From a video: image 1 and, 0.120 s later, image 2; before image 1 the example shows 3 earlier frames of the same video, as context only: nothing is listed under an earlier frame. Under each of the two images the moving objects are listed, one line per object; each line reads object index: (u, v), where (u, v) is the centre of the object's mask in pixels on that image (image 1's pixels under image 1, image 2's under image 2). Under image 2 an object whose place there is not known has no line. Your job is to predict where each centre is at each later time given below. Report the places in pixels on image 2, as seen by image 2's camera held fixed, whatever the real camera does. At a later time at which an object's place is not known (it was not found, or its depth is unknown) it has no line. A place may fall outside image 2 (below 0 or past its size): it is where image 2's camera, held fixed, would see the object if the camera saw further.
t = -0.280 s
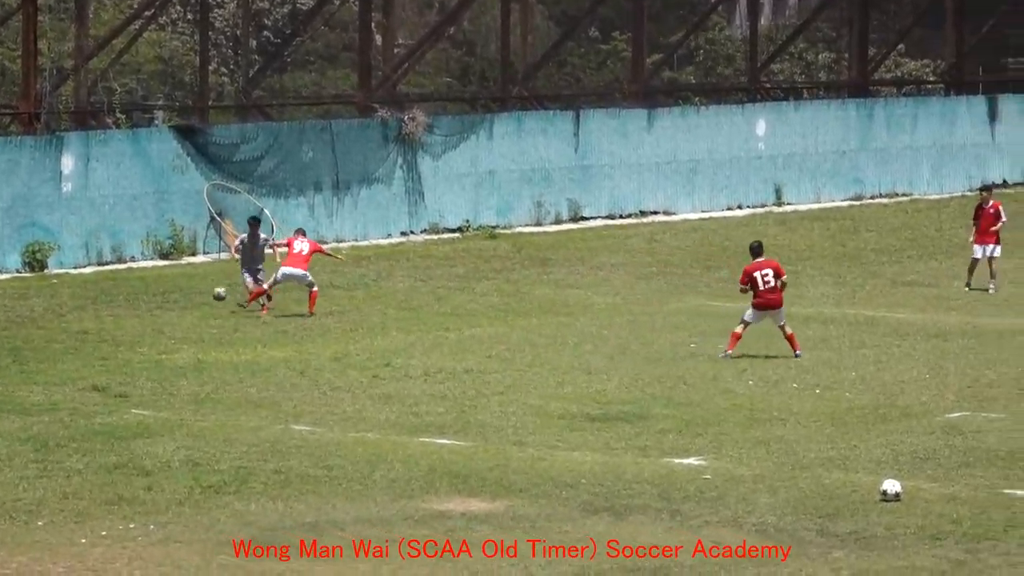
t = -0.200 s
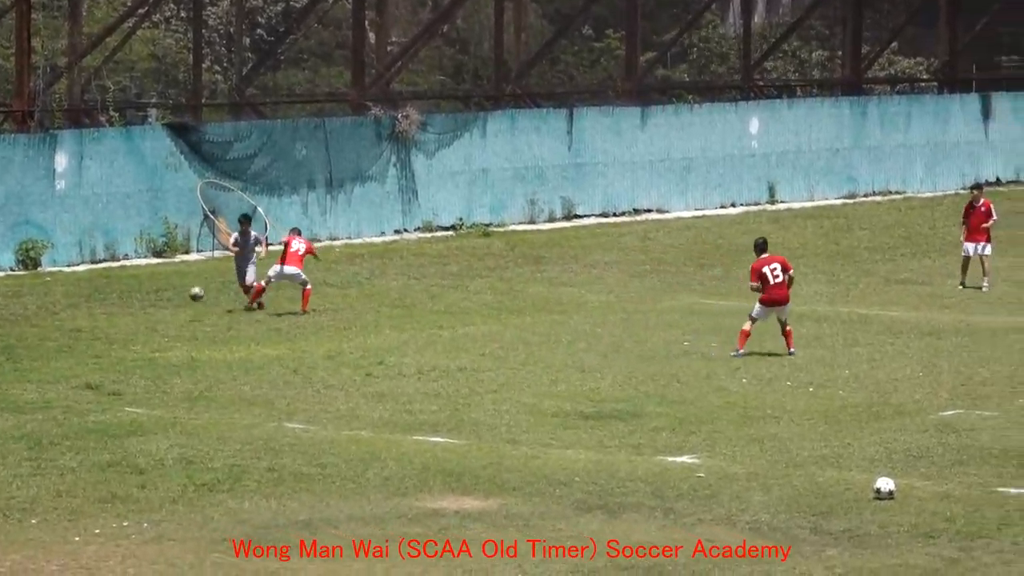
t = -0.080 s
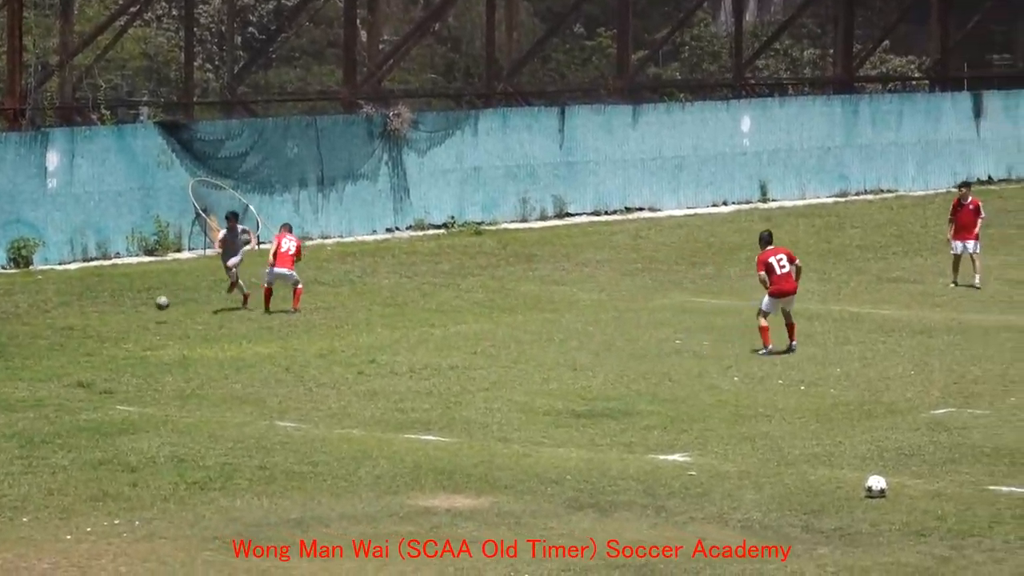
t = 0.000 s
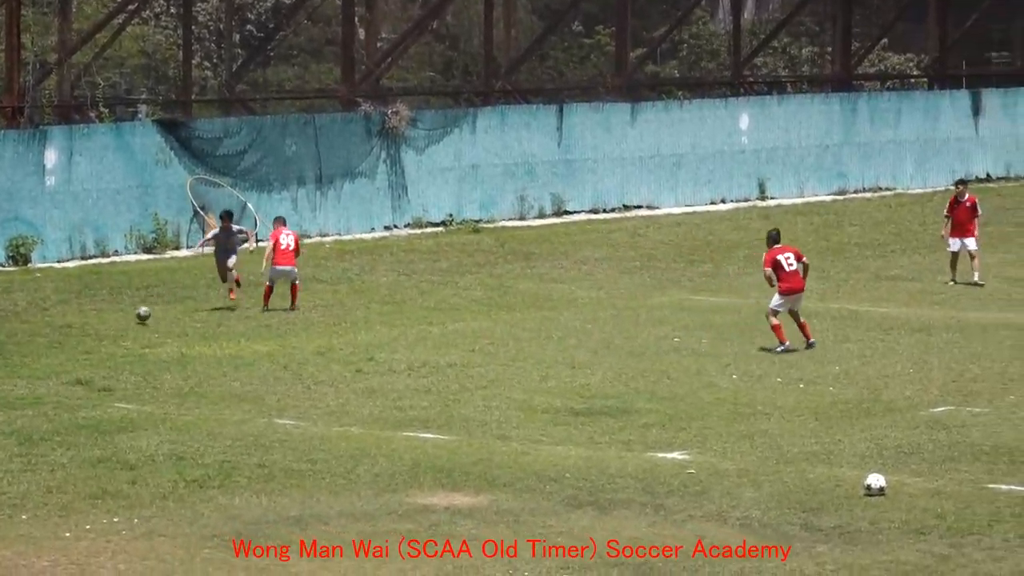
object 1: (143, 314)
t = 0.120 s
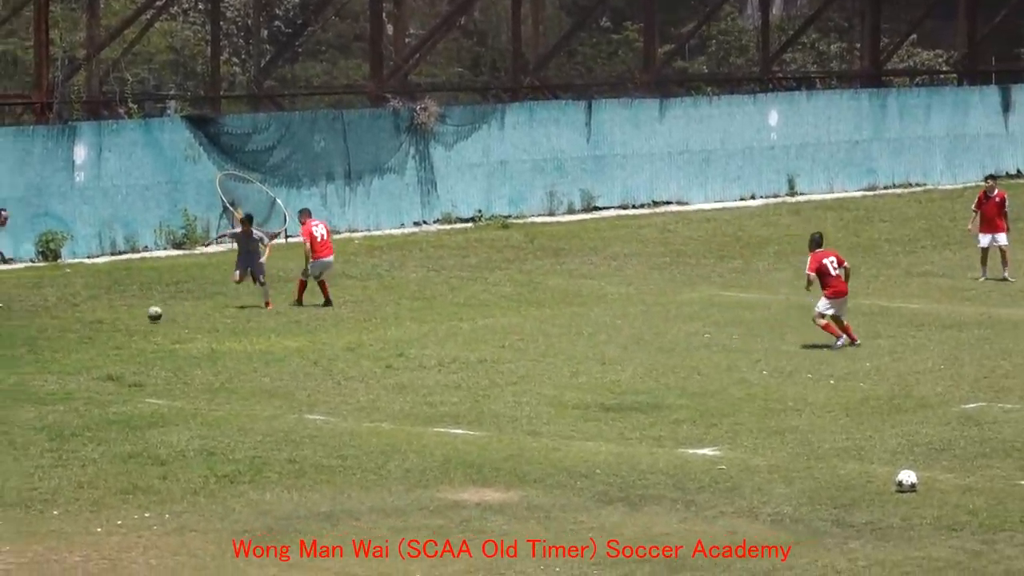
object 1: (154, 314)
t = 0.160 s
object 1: (150, 315)
